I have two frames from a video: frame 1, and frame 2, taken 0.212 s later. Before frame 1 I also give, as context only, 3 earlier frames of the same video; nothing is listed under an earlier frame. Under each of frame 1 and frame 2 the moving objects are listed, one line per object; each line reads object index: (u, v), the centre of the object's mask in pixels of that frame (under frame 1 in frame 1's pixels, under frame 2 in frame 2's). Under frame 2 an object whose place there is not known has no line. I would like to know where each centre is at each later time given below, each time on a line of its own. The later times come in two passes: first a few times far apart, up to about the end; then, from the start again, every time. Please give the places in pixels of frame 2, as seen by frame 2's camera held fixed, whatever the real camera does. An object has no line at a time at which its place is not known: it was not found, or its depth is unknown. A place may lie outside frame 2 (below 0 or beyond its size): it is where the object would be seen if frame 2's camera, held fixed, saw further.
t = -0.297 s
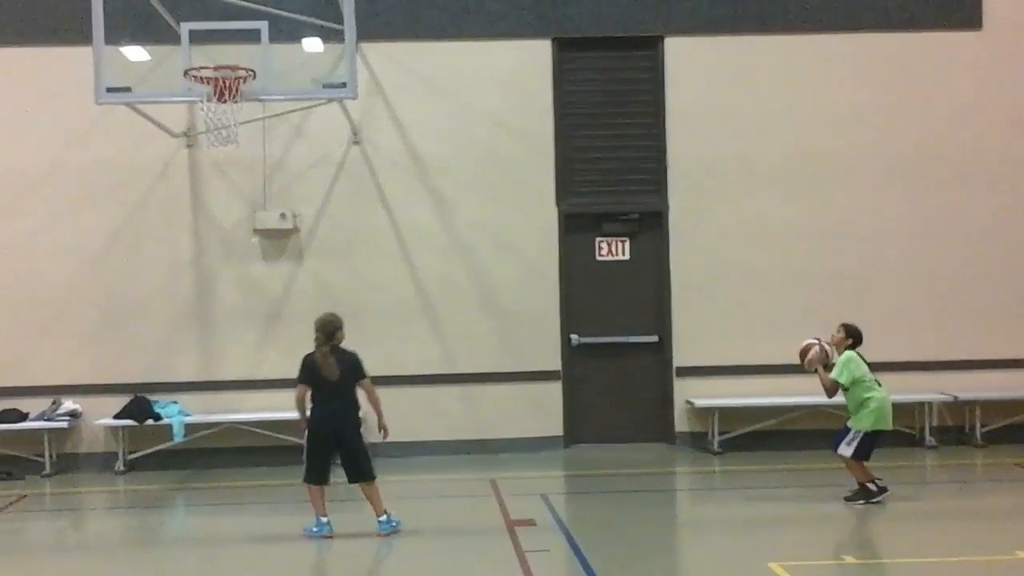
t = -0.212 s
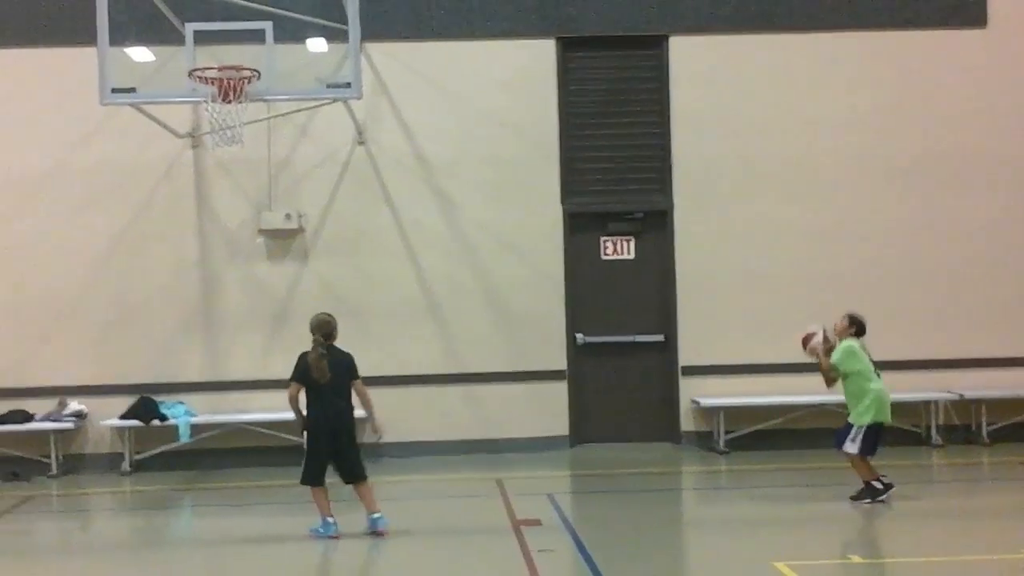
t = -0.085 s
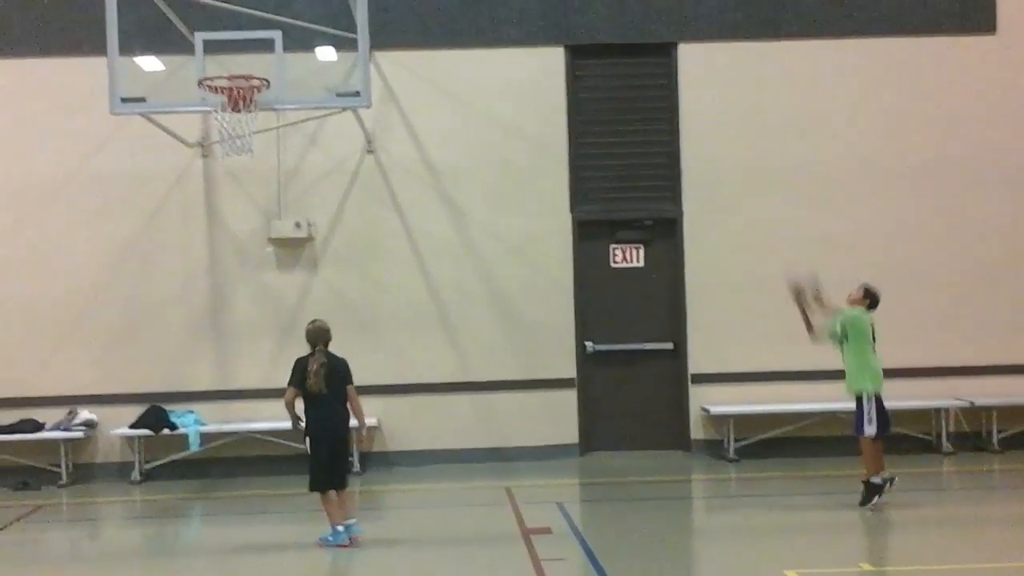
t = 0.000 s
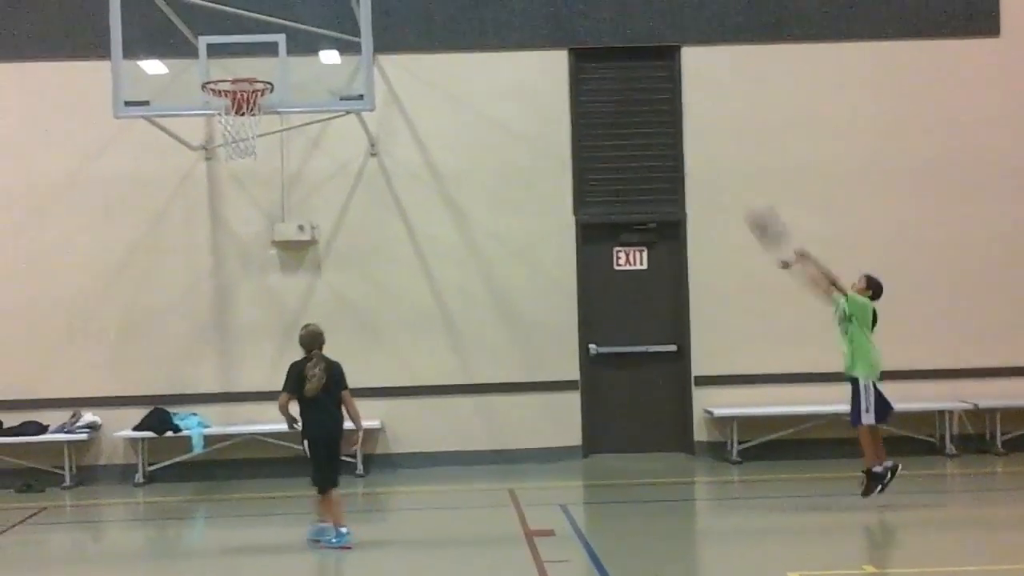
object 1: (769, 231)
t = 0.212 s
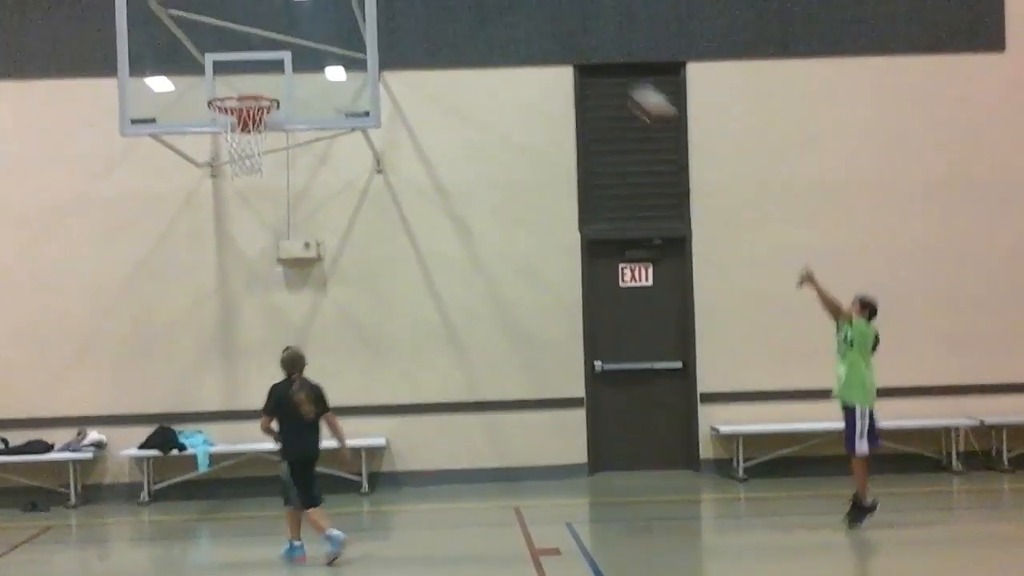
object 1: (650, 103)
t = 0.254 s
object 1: (627, 84)
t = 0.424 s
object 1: (537, 27)
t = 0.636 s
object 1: (422, 13)
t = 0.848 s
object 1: (310, 64)
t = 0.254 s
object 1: (627, 84)
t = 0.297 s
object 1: (604, 67)
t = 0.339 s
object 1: (582, 51)
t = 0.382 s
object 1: (560, 39)
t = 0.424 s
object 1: (537, 27)
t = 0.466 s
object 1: (515, 20)
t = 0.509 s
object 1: (491, 15)
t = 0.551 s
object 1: (470, 12)
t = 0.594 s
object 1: (444, 11)
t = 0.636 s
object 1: (422, 13)
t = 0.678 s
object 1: (399, 17)
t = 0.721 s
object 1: (375, 27)
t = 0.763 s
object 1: (349, 37)
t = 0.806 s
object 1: (332, 48)
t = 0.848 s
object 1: (310, 64)
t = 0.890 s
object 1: (287, 82)
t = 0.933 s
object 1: (277, 78)
